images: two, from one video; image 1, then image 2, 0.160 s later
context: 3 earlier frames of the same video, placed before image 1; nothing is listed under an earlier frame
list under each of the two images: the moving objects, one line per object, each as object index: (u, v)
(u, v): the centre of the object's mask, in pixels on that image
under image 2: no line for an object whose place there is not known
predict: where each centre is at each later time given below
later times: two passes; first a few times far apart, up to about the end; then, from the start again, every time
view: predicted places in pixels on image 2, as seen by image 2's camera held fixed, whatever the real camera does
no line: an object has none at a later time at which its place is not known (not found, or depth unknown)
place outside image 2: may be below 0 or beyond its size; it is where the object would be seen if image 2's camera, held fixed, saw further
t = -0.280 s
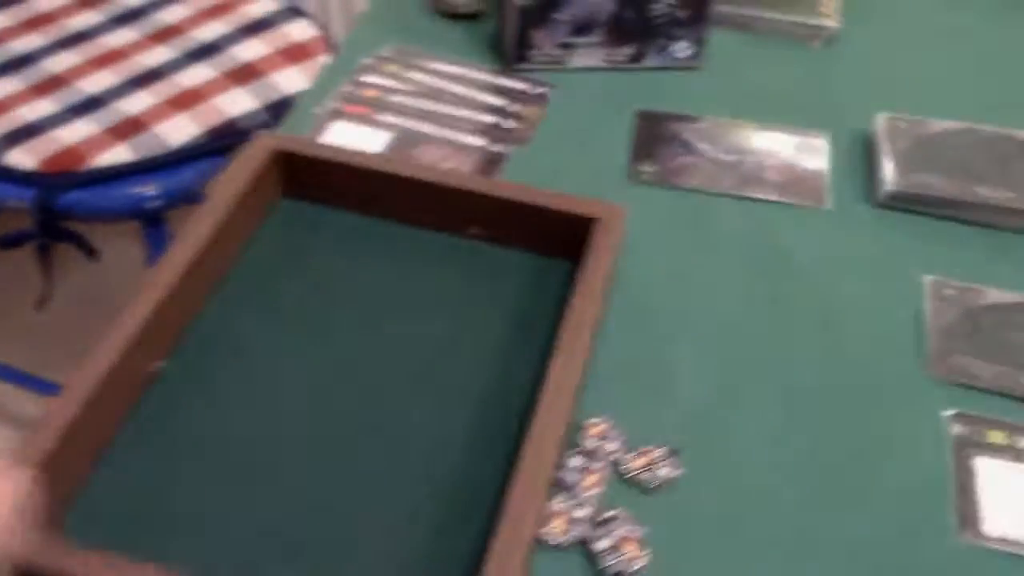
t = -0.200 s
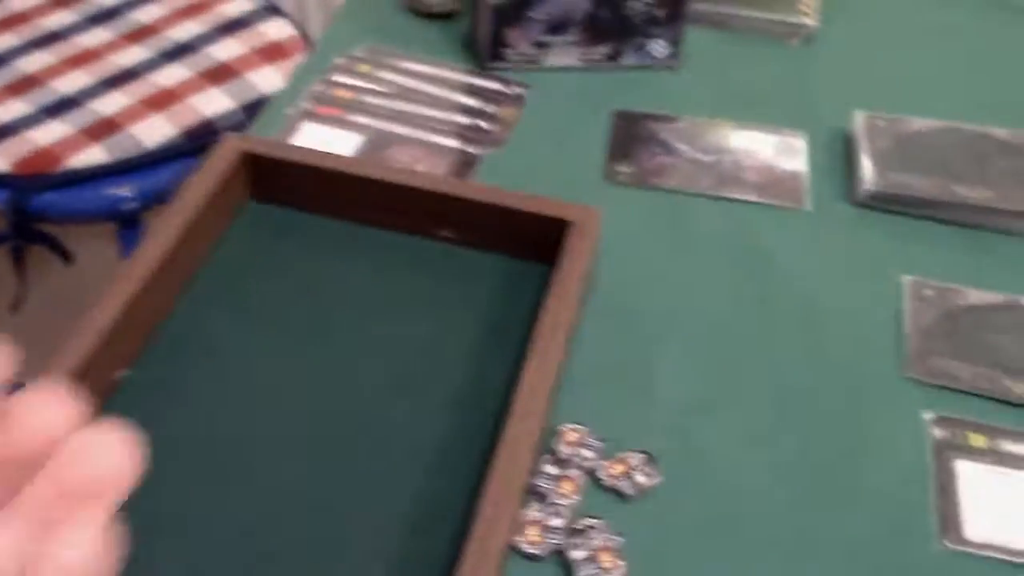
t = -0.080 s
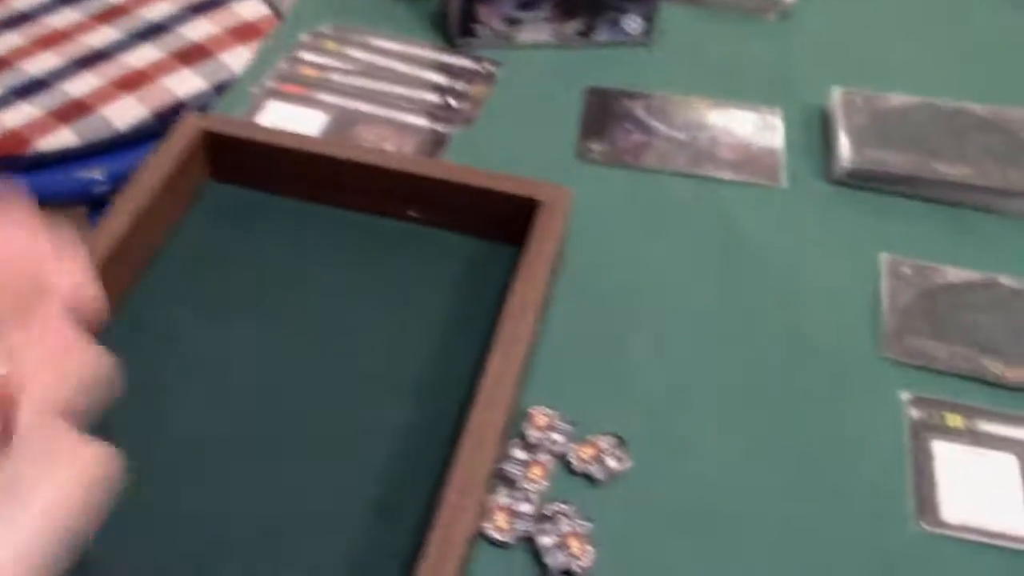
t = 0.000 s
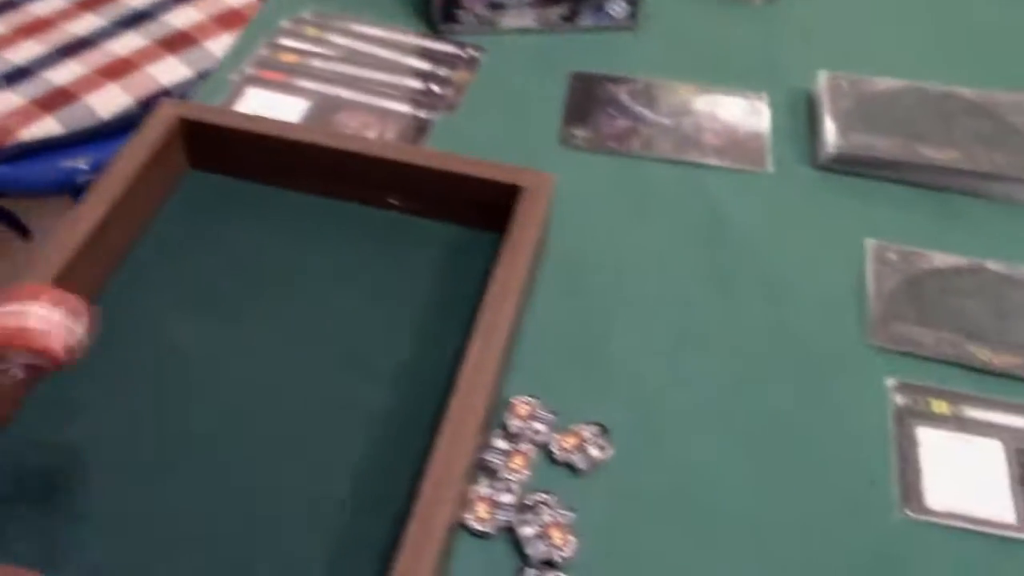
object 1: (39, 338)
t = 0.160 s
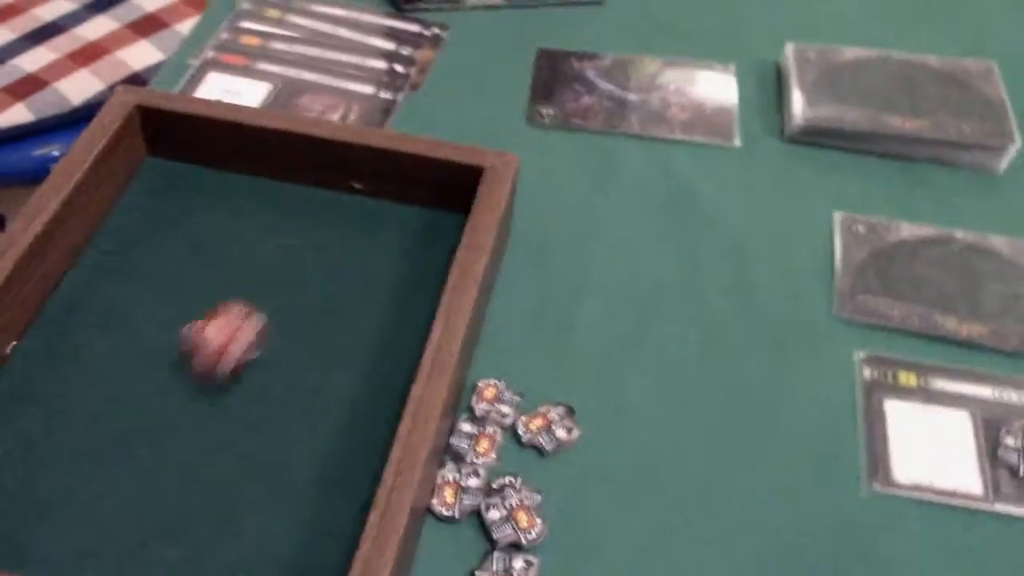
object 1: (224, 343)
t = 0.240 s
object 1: (284, 280)
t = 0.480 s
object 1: (395, 204)
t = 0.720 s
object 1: (405, 214)
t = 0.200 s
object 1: (256, 310)
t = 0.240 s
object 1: (284, 280)
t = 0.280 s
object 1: (308, 255)
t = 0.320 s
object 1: (335, 234)
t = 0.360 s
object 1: (357, 221)
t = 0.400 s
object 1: (370, 214)
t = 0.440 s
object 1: (388, 208)
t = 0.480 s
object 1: (395, 204)
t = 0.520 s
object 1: (403, 208)
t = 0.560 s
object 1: (406, 212)
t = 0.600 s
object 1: (405, 213)
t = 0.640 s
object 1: (406, 213)
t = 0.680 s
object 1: (406, 213)
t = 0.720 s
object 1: (405, 214)
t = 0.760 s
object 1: (406, 213)
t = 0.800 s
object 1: (406, 214)
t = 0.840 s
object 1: (405, 214)
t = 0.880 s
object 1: (406, 213)
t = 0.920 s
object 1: (405, 213)
